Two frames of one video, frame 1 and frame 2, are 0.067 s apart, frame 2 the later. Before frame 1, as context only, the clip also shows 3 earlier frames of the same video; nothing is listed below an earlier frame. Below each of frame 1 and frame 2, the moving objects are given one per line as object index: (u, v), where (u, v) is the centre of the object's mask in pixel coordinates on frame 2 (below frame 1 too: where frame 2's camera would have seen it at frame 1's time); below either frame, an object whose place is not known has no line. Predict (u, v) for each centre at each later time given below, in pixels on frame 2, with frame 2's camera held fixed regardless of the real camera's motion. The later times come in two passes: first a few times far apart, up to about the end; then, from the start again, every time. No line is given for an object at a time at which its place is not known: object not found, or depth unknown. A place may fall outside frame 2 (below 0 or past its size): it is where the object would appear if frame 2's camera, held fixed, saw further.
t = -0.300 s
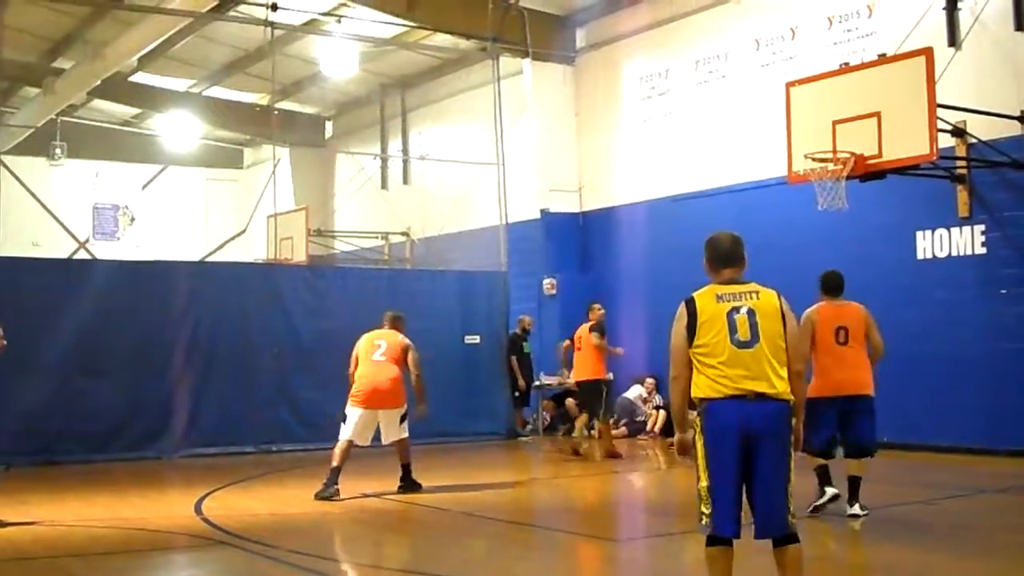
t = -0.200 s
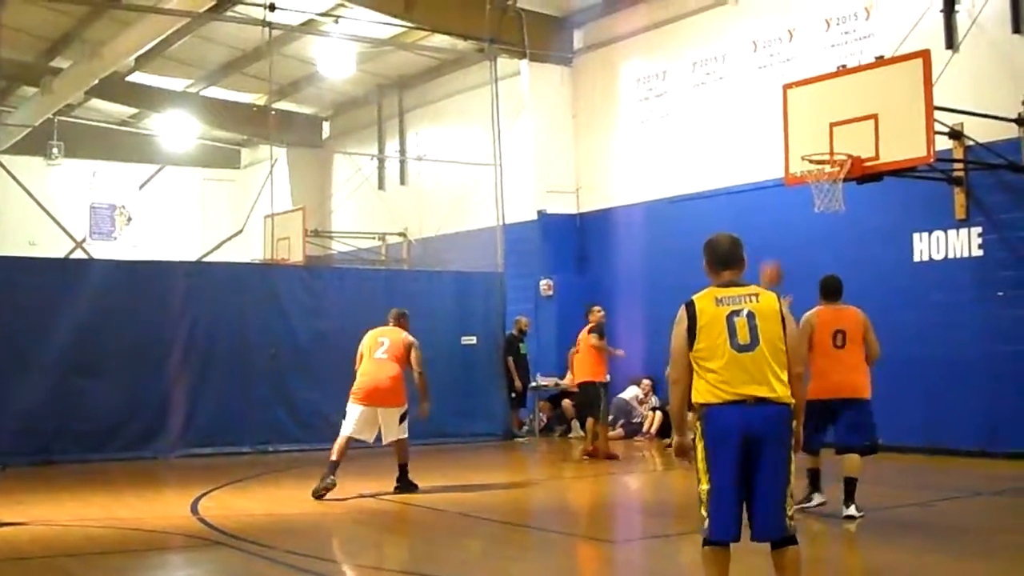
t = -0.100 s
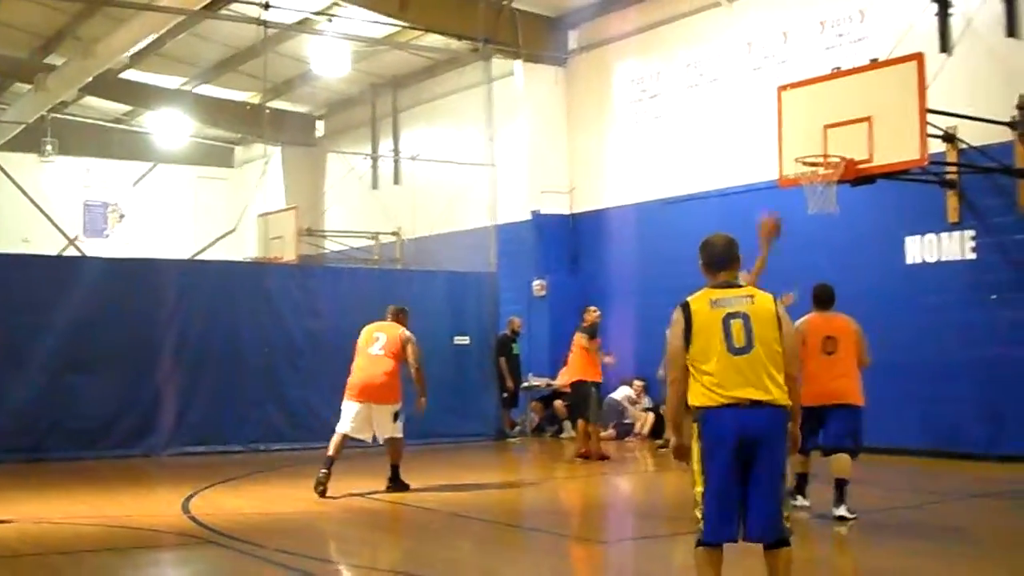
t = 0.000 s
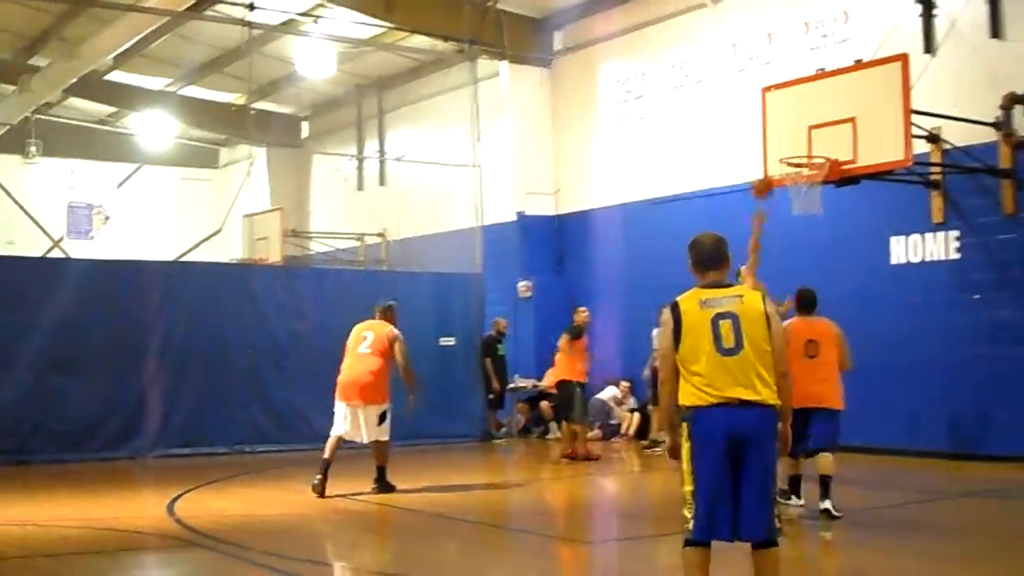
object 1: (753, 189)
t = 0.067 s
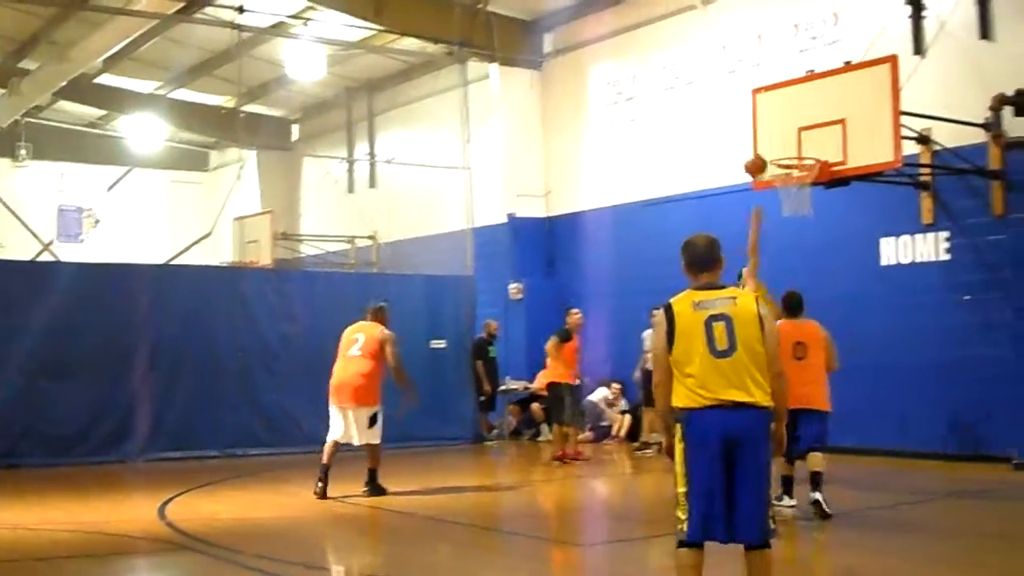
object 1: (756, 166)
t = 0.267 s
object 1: (768, 125)
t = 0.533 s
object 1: (788, 130)
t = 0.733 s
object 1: (806, 178)
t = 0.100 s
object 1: (757, 156)
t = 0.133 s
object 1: (759, 148)
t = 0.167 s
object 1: (762, 140)
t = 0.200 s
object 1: (764, 134)
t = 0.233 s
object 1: (765, 128)
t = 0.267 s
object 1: (768, 125)
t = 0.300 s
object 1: (771, 121)
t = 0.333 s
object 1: (773, 119)
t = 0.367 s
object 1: (775, 118)
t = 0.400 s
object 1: (778, 118)
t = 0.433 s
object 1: (780, 119)
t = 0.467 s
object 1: (783, 122)
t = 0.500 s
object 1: (785, 125)
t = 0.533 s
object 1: (788, 130)
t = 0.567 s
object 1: (791, 135)
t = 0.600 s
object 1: (794, 142)
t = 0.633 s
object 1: (796, 149)
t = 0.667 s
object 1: (798, 157)
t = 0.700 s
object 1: (803, 171)
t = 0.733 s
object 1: (806, 178)
